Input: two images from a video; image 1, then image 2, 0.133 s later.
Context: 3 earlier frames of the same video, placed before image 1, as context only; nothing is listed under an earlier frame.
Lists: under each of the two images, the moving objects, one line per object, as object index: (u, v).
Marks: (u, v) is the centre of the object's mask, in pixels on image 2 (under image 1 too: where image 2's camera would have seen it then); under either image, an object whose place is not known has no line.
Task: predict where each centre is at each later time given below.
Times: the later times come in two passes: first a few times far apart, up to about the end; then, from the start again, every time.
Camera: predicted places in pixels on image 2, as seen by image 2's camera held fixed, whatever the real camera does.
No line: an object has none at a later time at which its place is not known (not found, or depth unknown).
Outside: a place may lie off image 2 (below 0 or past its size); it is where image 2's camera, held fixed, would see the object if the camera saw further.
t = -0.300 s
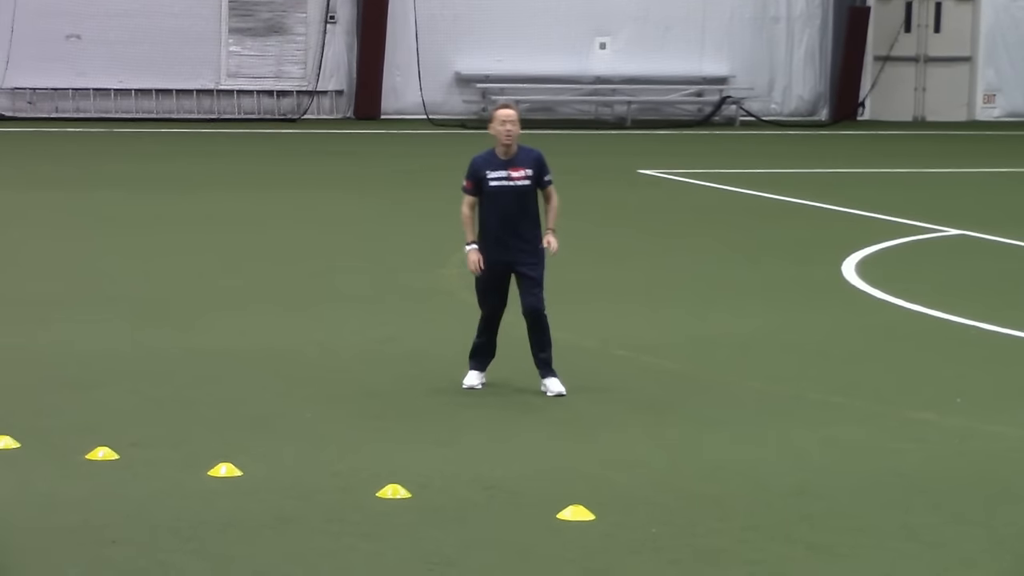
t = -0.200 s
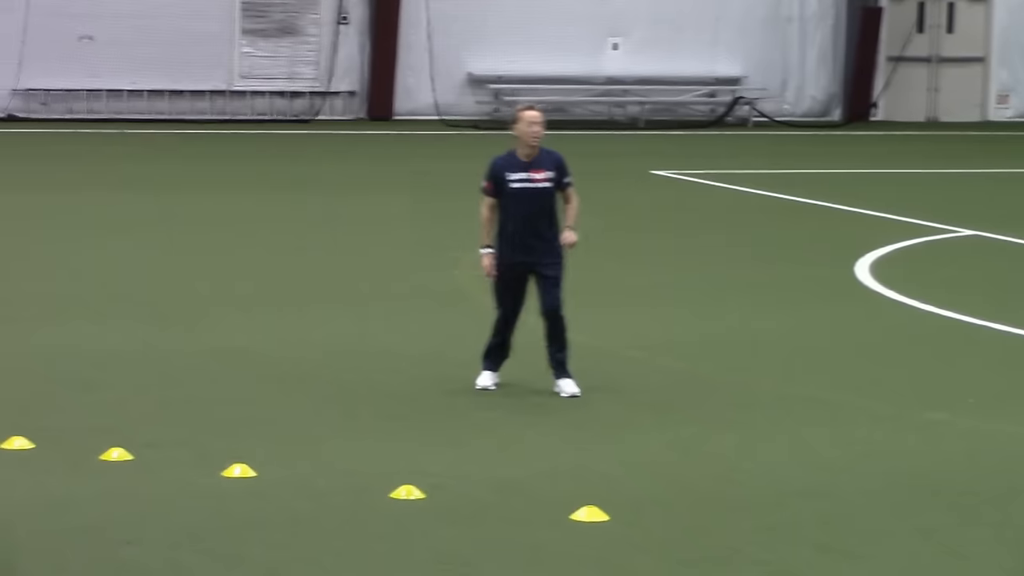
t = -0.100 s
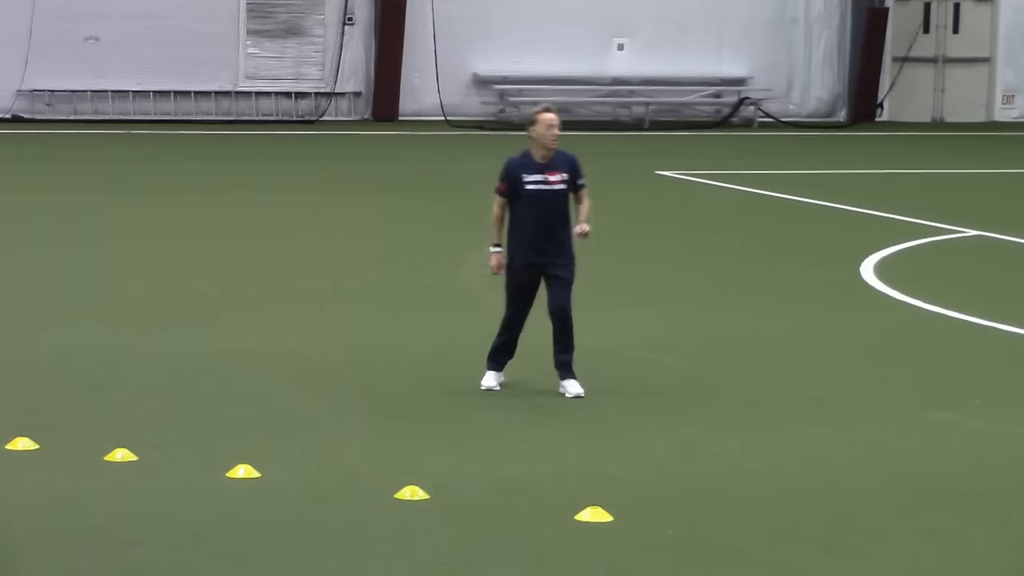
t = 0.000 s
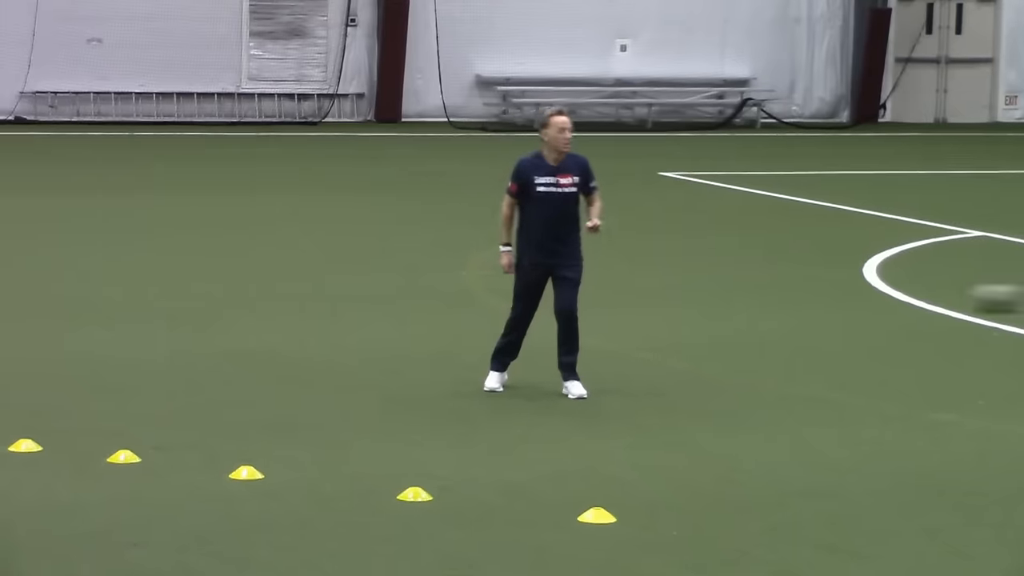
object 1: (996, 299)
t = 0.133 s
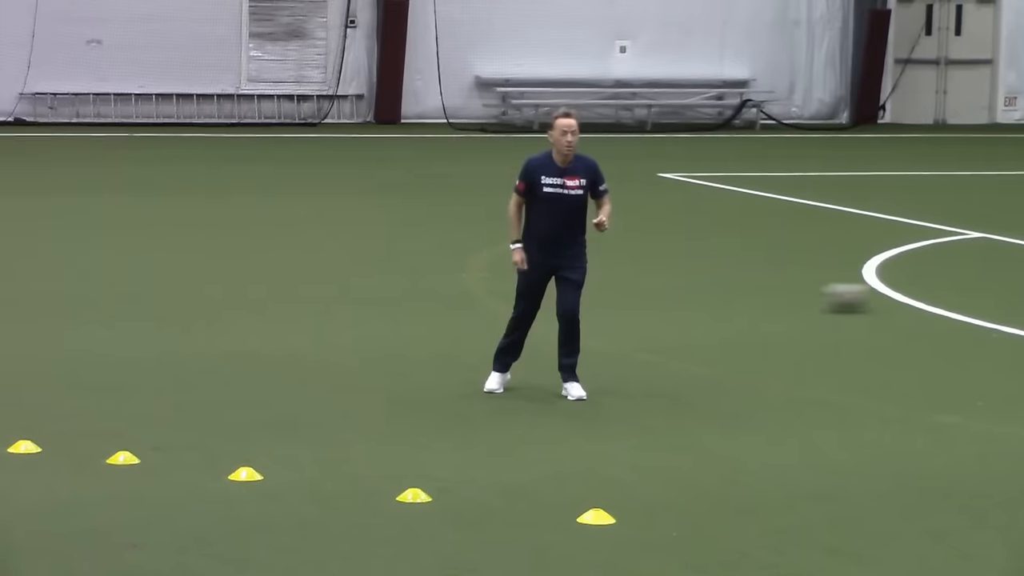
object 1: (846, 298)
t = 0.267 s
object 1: (709, 297)
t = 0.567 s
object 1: (430, 295)
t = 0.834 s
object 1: (224, 294)
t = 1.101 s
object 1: (33, 291)
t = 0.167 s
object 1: (812, 298)
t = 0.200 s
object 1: (776, 298)
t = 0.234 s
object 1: (742, 297)
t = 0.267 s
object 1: (709, 297)
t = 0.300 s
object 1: (673, 297)
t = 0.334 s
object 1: (642, 297)
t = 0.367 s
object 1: (611, 297)
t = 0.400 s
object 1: (592, 297)
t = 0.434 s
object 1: (550, 299)
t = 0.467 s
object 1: (505, 295)
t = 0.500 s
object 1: (487, 295)
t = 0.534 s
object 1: (460, 295)
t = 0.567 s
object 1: (430, 295)
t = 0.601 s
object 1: (402, 295)
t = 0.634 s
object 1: (374, 295)
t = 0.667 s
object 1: (349, 294)
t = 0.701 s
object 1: (323, 294)
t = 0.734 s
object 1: (297, 295)
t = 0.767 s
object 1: (273, 294)
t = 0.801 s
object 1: (248, 293)
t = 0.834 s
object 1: (224, 294)
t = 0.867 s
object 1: (200, 293)
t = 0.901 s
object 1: (176, 293)
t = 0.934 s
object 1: (152, 293)
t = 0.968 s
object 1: (128, 293)
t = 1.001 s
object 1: (105, 292)
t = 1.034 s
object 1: (81, 292)
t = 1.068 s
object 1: (57, 291)
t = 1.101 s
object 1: (33, 291)
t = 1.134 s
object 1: (13, 291)
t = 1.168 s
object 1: (1, 291)
